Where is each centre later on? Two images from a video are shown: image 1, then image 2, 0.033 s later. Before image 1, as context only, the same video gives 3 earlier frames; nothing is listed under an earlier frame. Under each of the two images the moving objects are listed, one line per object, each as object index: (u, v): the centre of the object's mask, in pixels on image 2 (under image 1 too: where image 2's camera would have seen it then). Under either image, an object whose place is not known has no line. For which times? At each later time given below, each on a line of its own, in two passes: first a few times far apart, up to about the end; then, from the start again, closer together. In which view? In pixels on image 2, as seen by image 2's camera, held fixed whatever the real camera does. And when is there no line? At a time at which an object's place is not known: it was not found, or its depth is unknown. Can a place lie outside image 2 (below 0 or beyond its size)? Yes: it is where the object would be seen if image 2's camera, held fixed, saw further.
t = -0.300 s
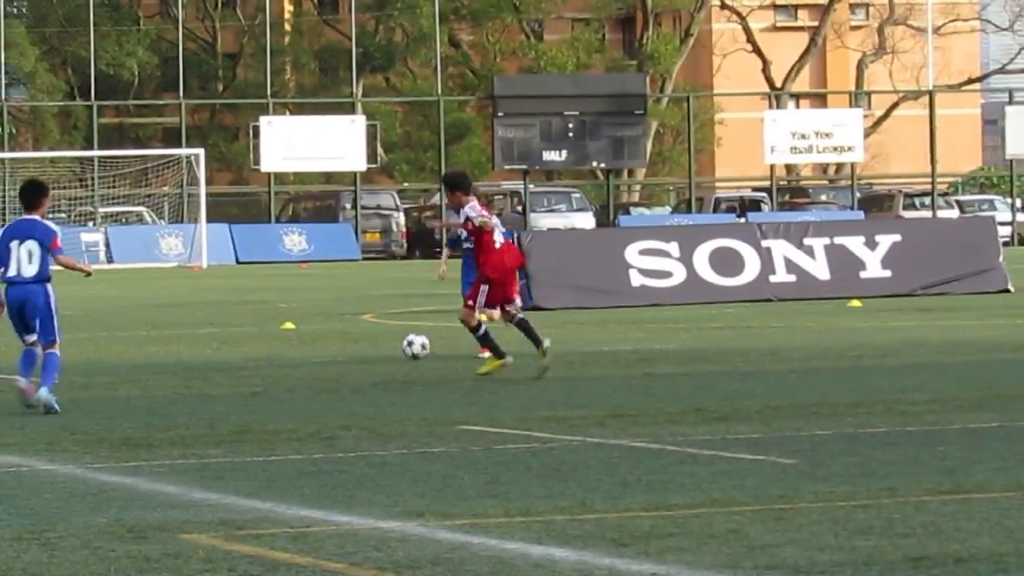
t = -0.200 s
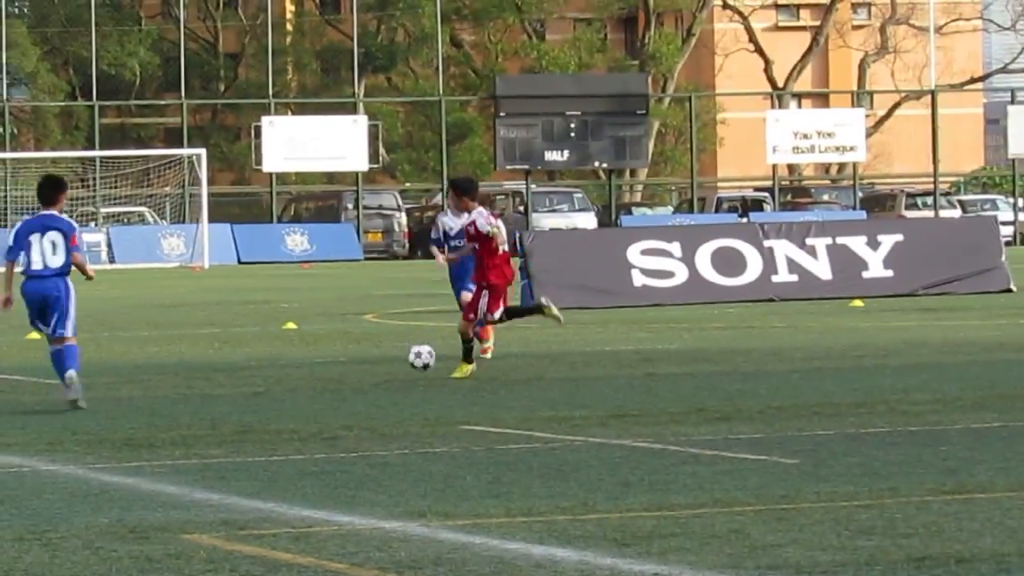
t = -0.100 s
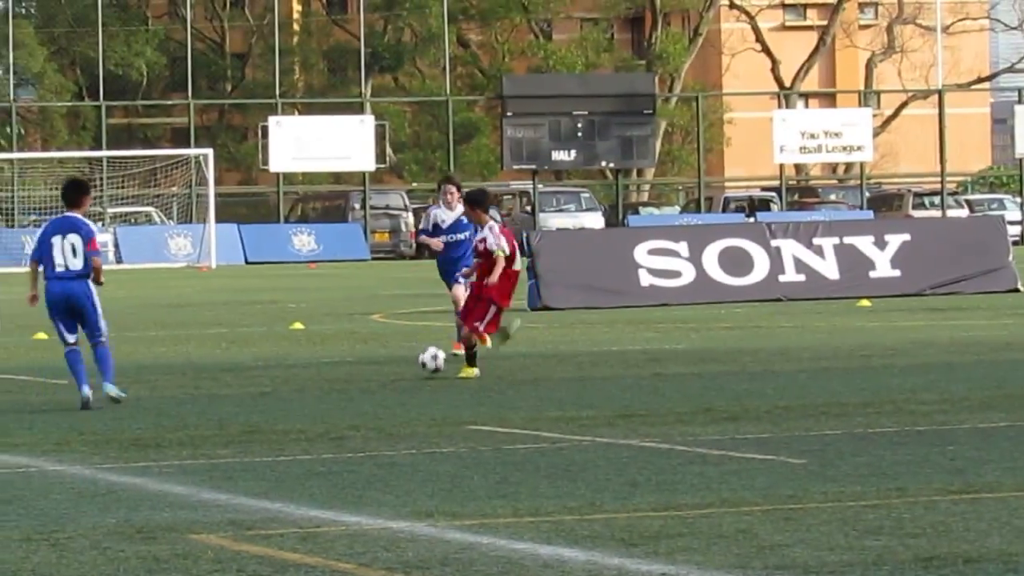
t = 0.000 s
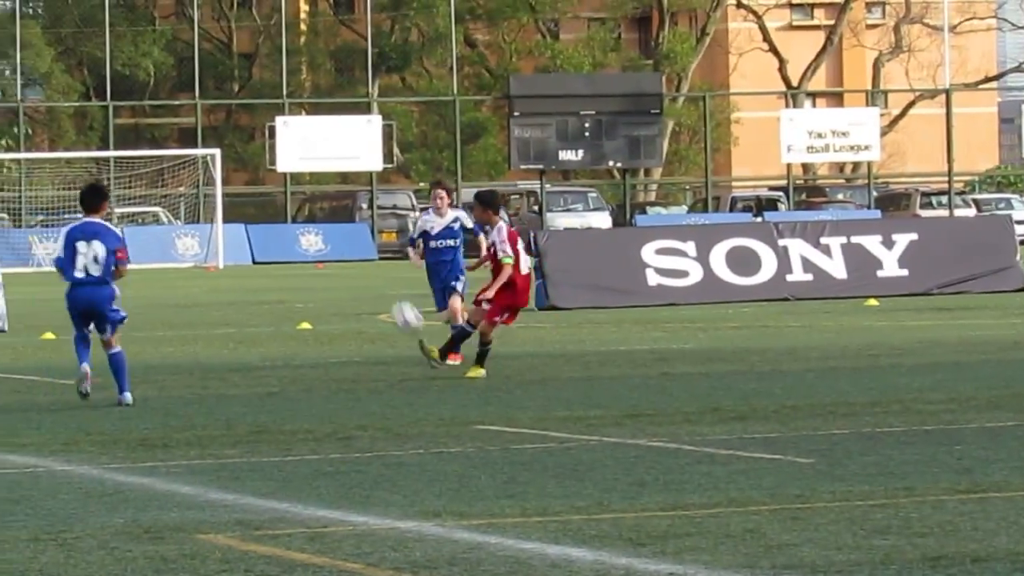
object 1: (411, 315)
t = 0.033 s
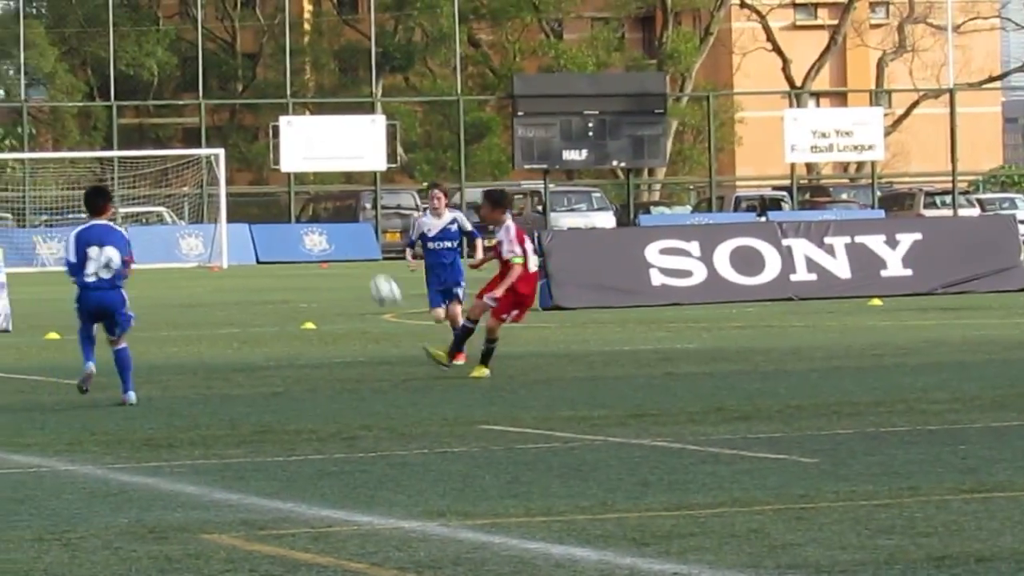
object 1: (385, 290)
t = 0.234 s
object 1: (228, 152)
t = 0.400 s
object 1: (90, 64)
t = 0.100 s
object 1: (335, 240)
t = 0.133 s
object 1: (308, 216)
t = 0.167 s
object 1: (281, 193)
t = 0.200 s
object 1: (255, 173)
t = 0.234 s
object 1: (228, 152)
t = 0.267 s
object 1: (201, 132)
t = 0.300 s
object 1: (174, 114)
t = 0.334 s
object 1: (147, 96)
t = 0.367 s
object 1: (119, 79)
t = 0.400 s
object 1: (90, 64)
